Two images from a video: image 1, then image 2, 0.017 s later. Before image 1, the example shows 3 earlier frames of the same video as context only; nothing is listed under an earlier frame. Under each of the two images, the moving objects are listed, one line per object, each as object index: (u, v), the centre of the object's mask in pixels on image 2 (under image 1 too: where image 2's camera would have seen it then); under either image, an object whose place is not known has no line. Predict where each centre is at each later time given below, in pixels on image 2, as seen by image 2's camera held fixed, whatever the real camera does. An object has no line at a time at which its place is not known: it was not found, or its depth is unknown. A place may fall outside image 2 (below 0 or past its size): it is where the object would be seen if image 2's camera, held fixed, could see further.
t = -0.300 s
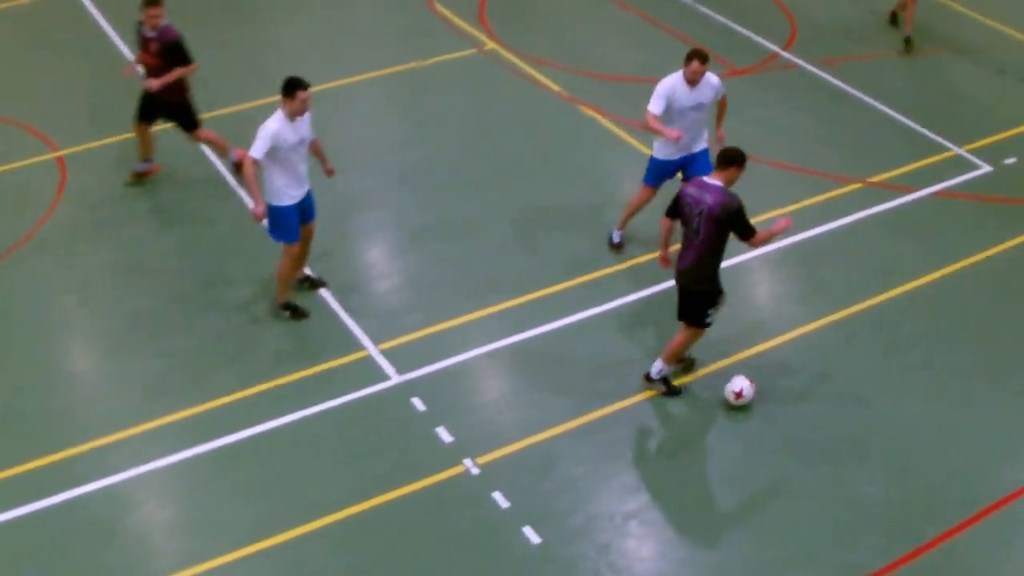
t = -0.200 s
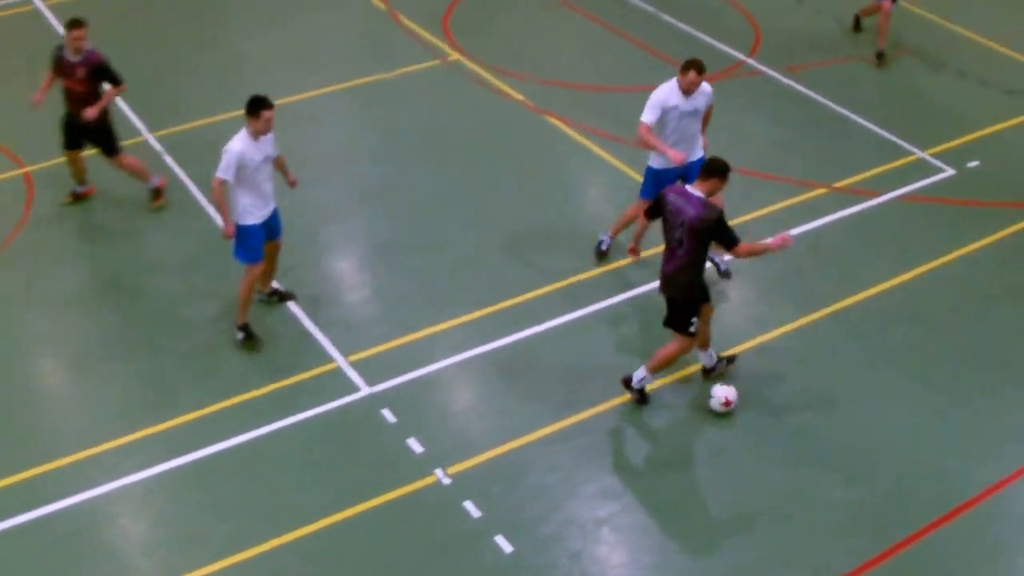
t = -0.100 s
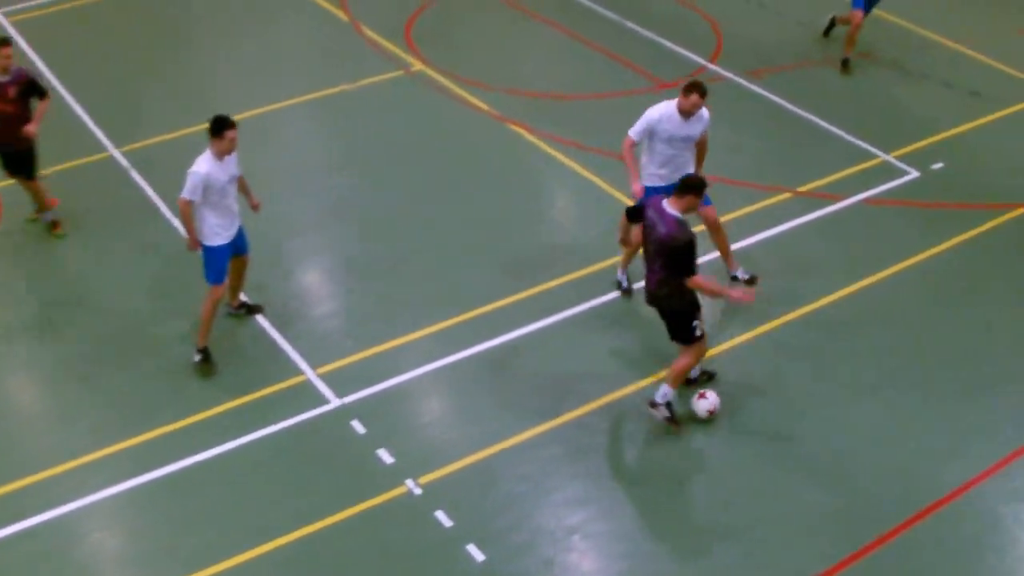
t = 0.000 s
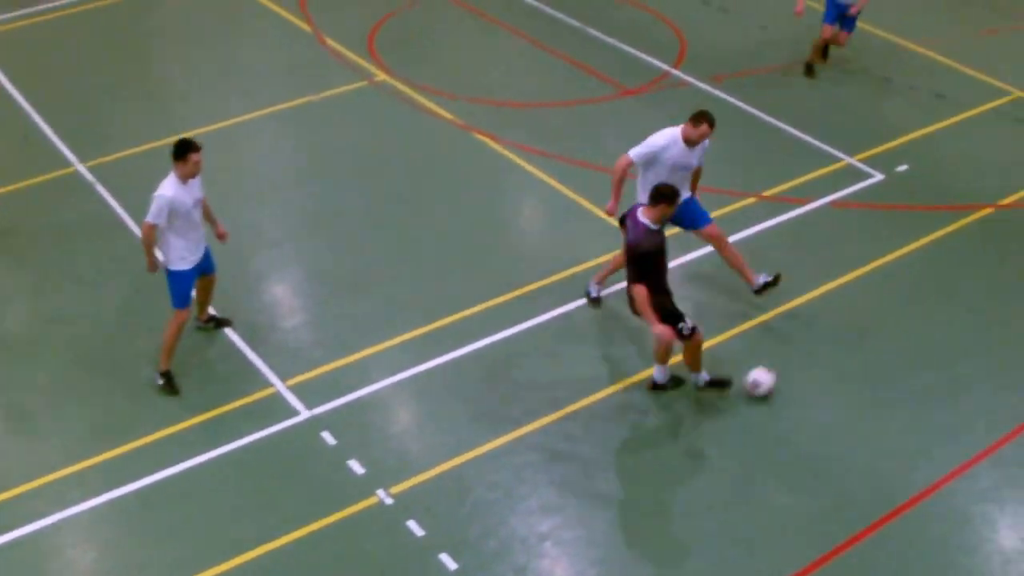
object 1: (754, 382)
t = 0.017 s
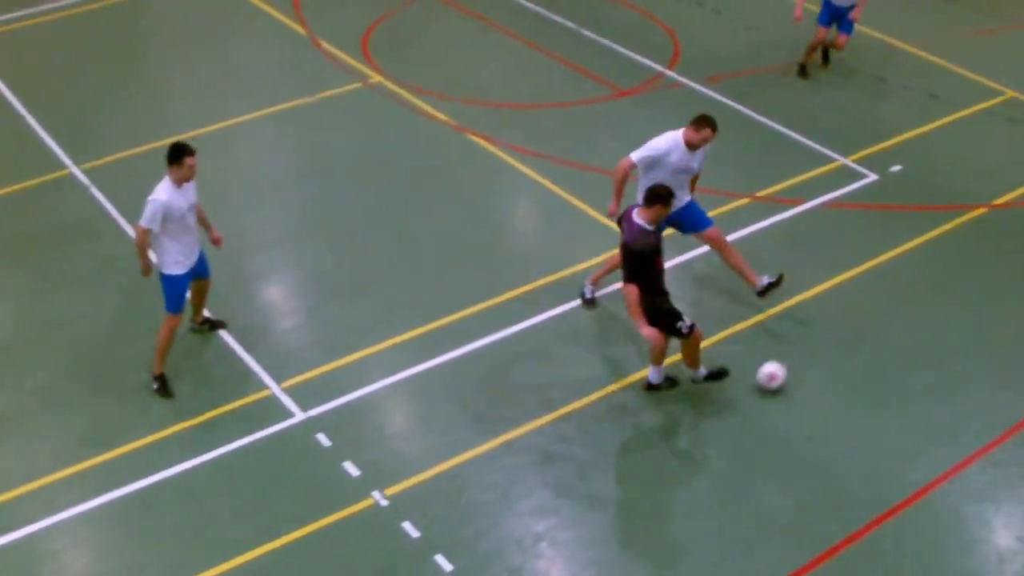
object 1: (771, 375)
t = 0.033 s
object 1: (789, 369)
